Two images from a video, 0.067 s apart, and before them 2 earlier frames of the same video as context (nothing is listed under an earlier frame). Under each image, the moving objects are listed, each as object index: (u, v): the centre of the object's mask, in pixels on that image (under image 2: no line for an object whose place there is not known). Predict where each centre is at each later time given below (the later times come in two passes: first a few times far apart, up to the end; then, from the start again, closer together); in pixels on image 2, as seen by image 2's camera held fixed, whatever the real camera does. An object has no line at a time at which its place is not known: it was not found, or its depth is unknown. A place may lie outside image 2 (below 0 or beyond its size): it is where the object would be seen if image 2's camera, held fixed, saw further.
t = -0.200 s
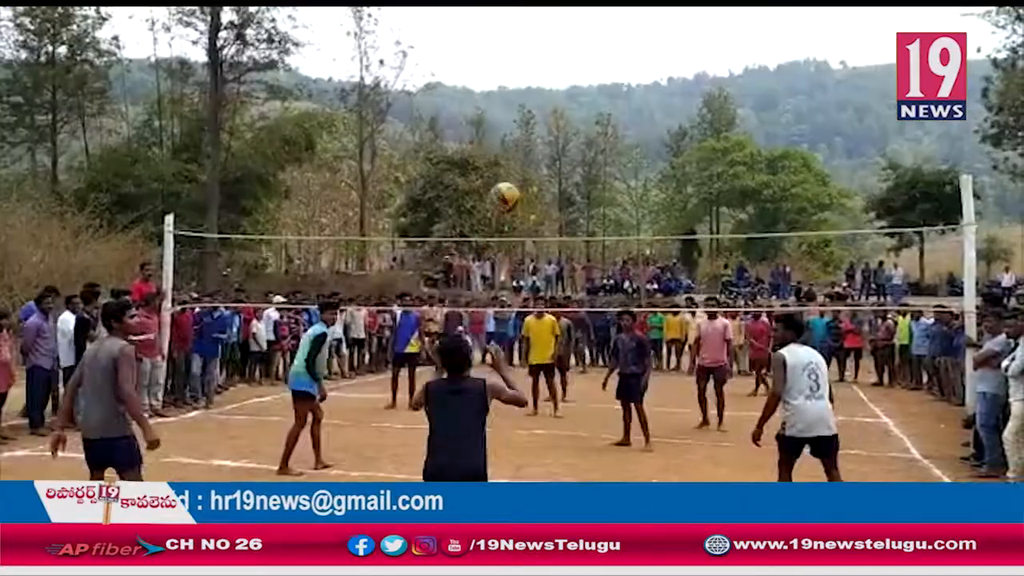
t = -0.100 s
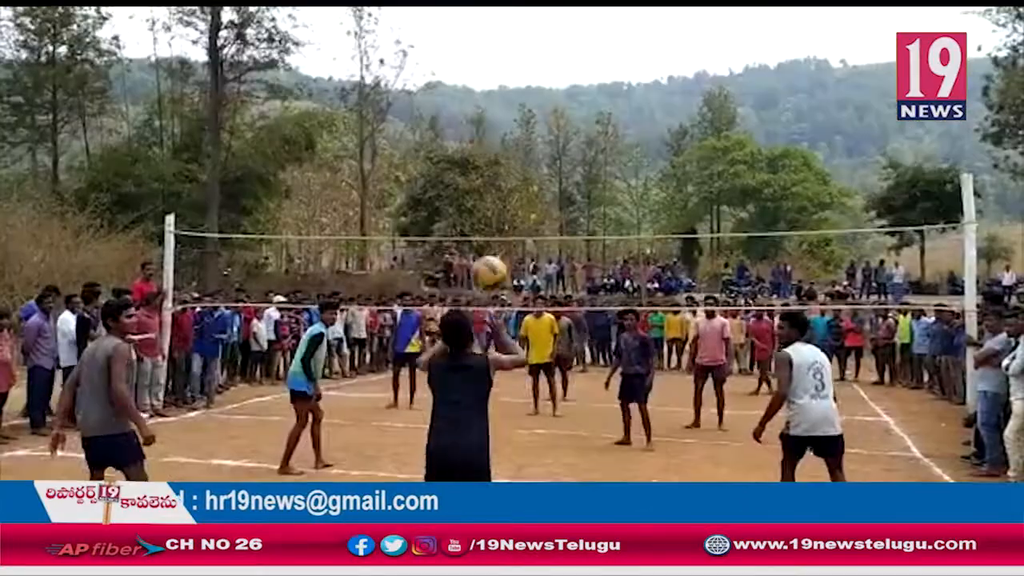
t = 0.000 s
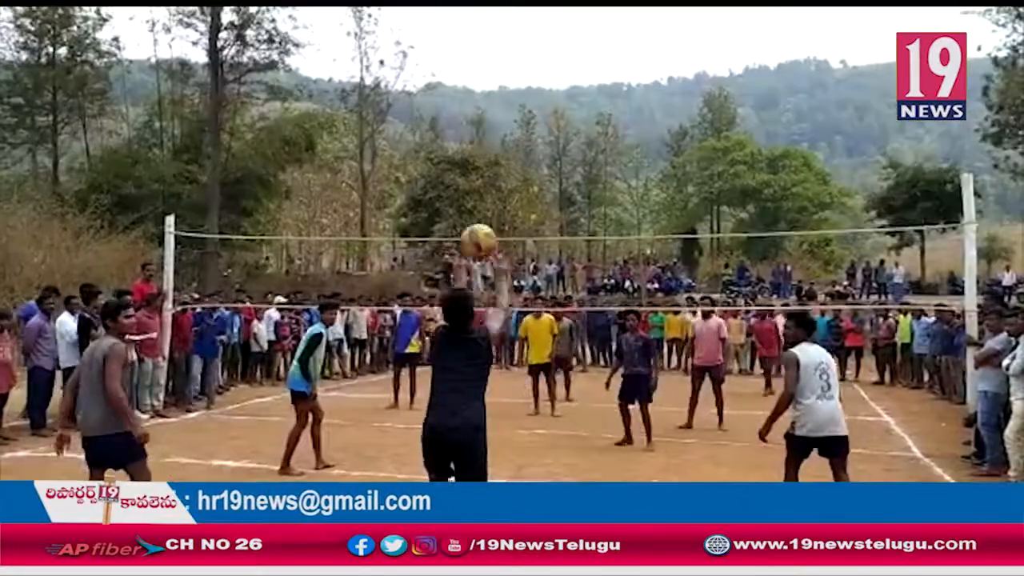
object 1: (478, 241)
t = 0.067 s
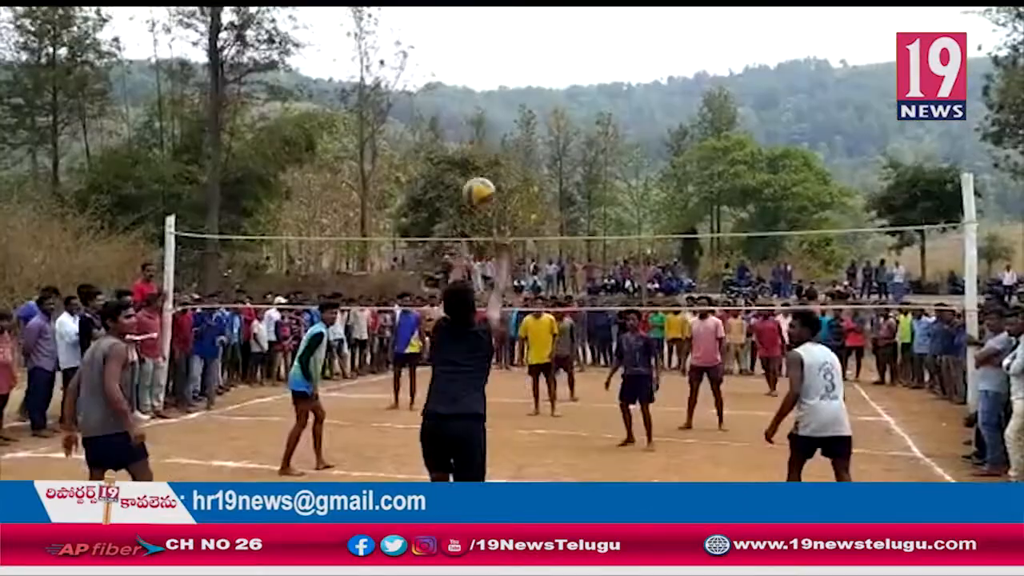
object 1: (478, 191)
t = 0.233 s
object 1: (482, 120)
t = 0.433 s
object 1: (486, 93)
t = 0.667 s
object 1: (490, 126)
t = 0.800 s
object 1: (492, 162)
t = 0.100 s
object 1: (480, 172)
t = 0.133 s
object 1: (480, 156)
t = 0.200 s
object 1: (481, 130)
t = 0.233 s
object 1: (482, 120)
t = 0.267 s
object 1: (482, 112)
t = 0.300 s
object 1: (483, 105)
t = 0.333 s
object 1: (484, 96)
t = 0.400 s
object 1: (485, 92)
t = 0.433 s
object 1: (486, 93)
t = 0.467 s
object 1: (487, 95)
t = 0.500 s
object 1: (486, 98)
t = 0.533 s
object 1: (488, 102)
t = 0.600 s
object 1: (487, 112)
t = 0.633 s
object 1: (489, 119)
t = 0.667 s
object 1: (490, 126)
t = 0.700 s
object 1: (490, 134)
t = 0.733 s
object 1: (491, 143)
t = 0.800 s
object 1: (492, 162)
